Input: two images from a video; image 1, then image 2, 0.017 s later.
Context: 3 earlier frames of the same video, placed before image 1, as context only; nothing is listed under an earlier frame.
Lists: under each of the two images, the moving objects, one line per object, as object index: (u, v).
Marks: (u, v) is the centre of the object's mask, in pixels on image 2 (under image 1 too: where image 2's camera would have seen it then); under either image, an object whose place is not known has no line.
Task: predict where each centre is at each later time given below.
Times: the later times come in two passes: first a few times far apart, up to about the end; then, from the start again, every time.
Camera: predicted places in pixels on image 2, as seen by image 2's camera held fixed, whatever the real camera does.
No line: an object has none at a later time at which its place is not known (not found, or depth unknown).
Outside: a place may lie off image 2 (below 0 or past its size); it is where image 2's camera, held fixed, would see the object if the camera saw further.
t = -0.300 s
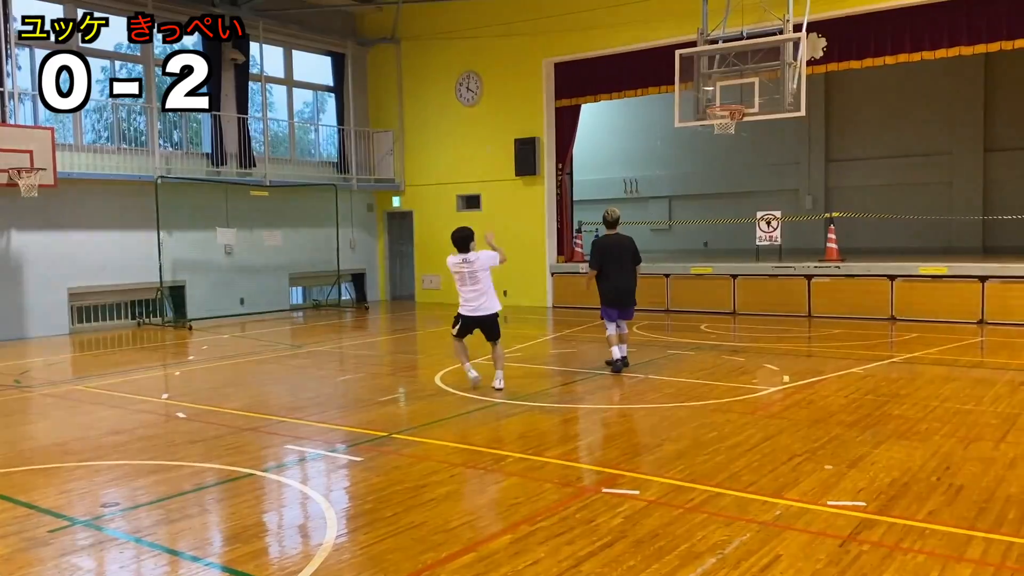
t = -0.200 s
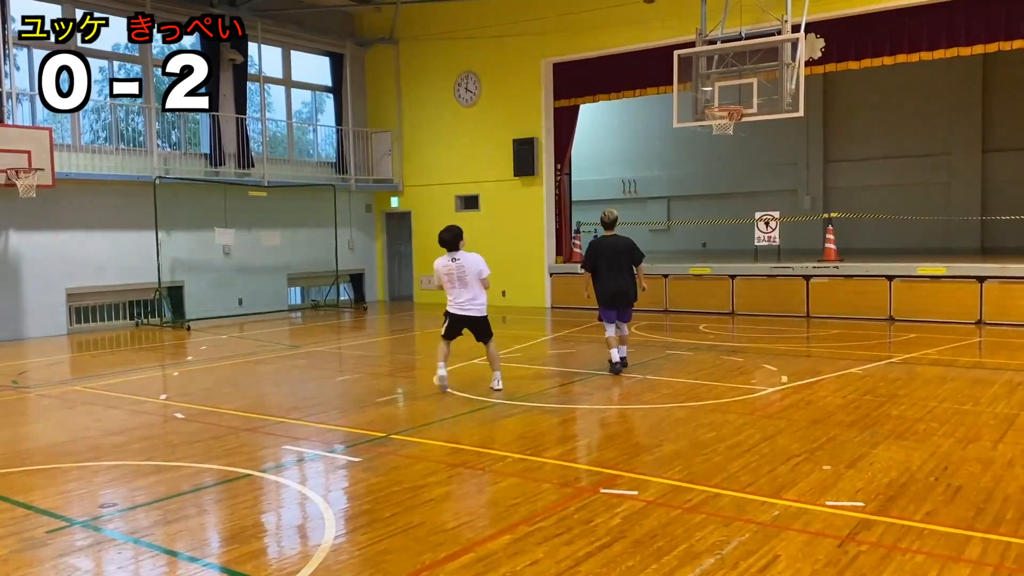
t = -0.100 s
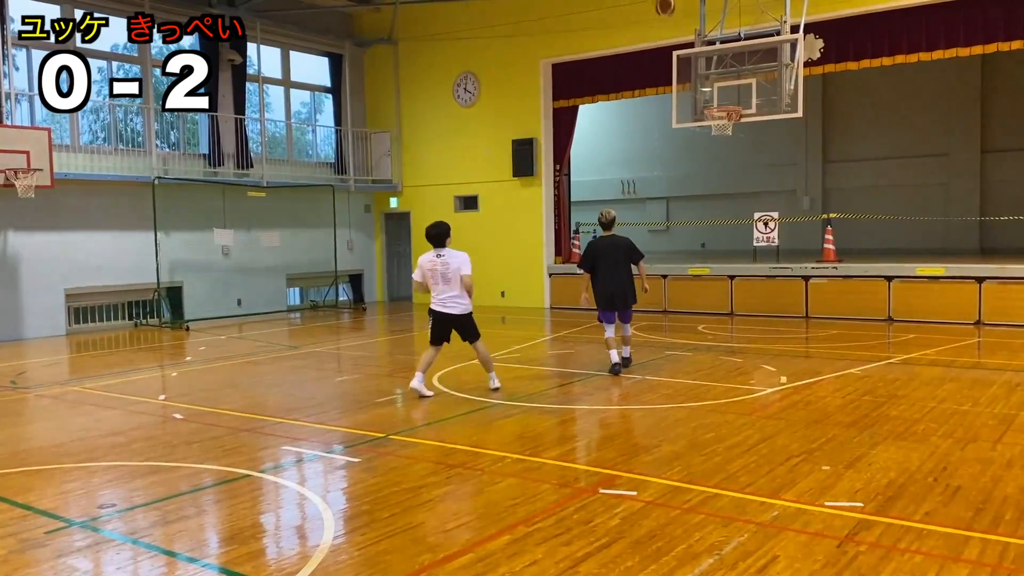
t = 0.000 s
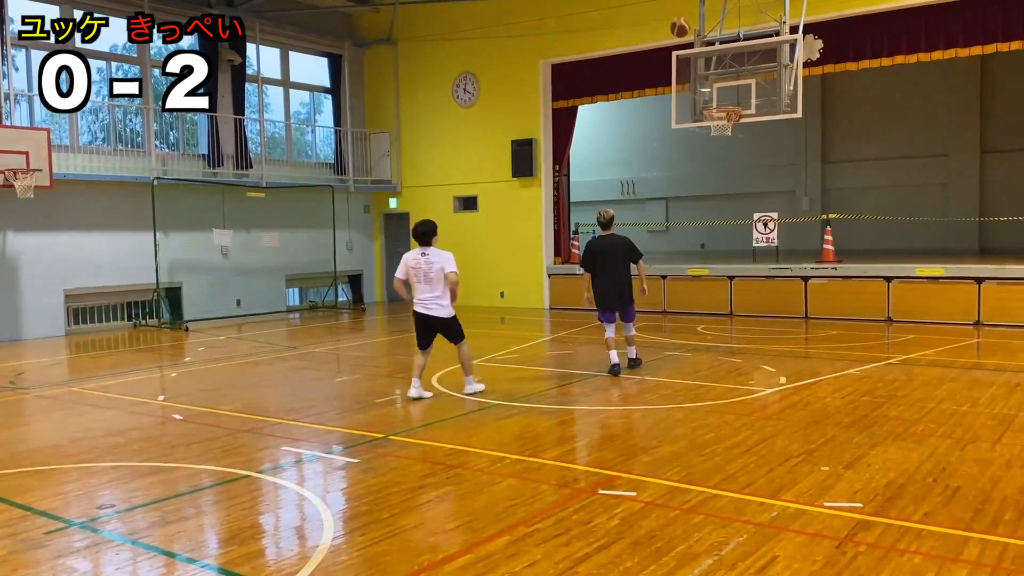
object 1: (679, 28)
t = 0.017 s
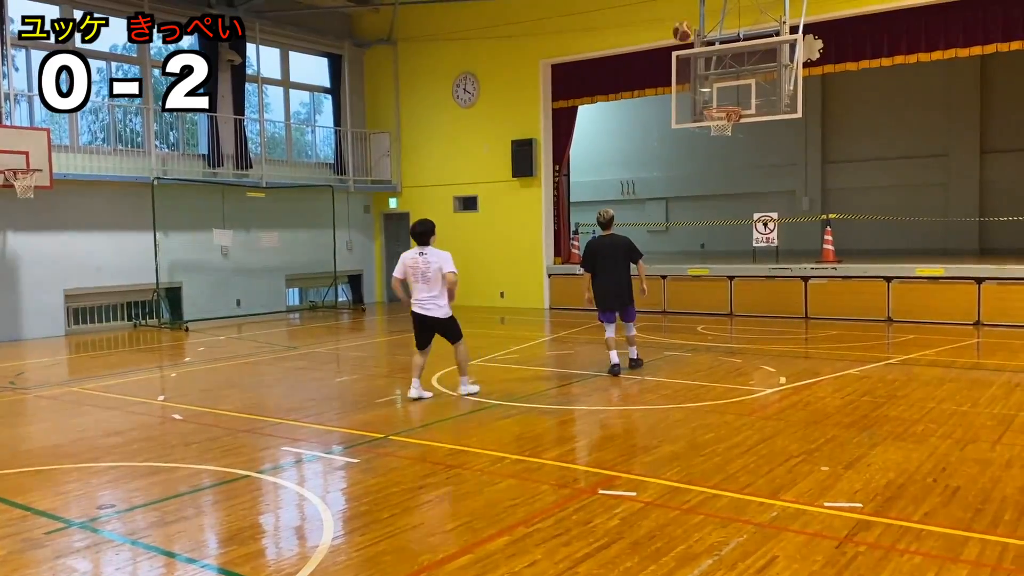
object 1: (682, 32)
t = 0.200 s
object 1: (708, 86)
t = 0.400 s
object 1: (733, 117)
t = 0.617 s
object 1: (723, 120)
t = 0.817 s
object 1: (709, 151)
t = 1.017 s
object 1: (702, 205)
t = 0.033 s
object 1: (685, 37)
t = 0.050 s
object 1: (687, 40)
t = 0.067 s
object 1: (690, 44)
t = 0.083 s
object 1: (692, 50)
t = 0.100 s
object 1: (695, 52)
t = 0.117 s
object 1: (697, 58)
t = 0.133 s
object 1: (699, 64)
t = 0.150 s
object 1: (701, 69)
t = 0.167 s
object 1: (704, 75)
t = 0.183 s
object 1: (706, 82)
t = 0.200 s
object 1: (708, 86)
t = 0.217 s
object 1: (710, 93)
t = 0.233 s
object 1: (713, 99)
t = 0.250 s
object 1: (716, 102)
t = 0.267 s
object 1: (718, 105)
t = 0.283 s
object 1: (719, 115)
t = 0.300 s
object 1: (721, 116)
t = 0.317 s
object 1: (725, 117)
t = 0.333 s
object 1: (730, 122)
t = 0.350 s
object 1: (731, 122)
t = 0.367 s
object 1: (733, 121)
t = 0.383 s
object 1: (733, 119)
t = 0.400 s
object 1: (733, 117)
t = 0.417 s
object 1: (732, 116)
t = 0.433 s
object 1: (731, 116)
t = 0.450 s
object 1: (730, 116)
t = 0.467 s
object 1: (729, 116)
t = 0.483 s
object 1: (729, 116)
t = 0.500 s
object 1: (728, 117)
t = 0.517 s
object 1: (727, 118)
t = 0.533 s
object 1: (726, 118)
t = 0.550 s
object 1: (725, 119)
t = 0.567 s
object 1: (724, 119)
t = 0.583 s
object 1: (723, 120)
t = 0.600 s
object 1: (717, 123)
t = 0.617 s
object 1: (723, 120)
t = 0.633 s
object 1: (722, 120)
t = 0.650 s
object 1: (715, 126)
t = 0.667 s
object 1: (714, 128)
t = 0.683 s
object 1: (712, 132)
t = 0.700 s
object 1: (713, 133)
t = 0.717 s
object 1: (712, 135)
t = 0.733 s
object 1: (712, 136)
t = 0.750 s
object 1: (711, 139)
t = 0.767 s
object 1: (711, 141)
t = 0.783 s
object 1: (710, 144)
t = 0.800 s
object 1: (710, 148)
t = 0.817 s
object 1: (709, 151)
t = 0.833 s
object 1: (708, 154)
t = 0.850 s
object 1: (708, 158)
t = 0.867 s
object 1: (707, 162)
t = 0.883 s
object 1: (707, 166)
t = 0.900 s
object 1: (706, 170)
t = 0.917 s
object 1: (706, 174)
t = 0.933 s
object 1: (705, 179)
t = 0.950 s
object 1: (705, 184)
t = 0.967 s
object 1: (704, 189)
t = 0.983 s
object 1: (703, 194)
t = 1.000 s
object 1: (703, 199)
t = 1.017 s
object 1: (702, 205)
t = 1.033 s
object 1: (702, 211)
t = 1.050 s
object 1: (702, 217)
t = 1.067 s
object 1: (701, 223)
